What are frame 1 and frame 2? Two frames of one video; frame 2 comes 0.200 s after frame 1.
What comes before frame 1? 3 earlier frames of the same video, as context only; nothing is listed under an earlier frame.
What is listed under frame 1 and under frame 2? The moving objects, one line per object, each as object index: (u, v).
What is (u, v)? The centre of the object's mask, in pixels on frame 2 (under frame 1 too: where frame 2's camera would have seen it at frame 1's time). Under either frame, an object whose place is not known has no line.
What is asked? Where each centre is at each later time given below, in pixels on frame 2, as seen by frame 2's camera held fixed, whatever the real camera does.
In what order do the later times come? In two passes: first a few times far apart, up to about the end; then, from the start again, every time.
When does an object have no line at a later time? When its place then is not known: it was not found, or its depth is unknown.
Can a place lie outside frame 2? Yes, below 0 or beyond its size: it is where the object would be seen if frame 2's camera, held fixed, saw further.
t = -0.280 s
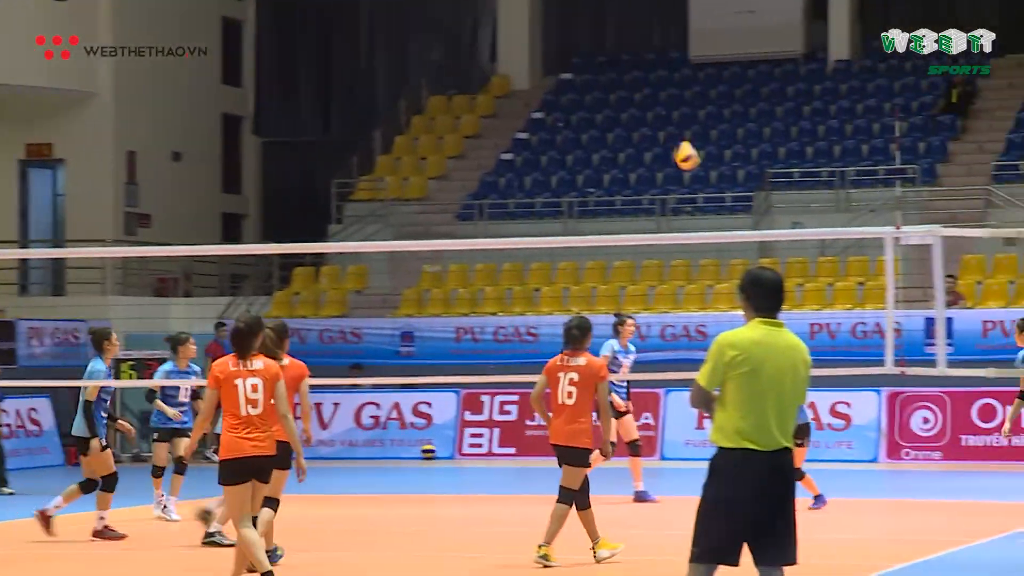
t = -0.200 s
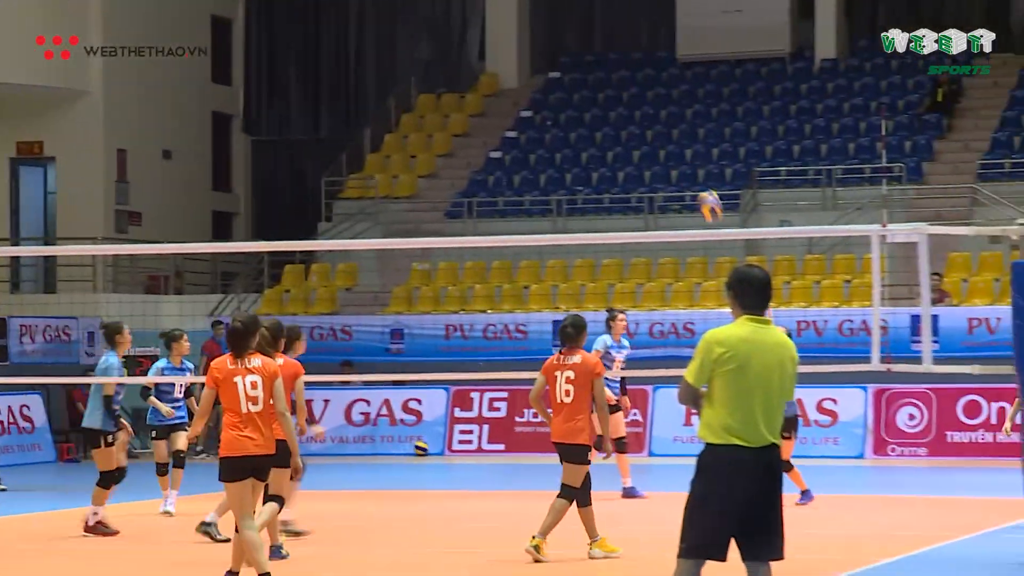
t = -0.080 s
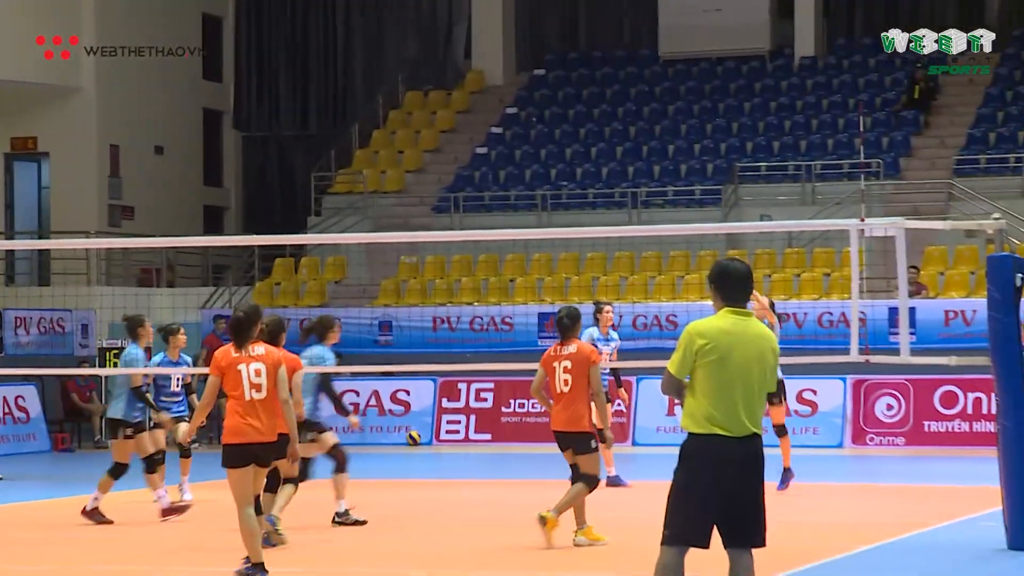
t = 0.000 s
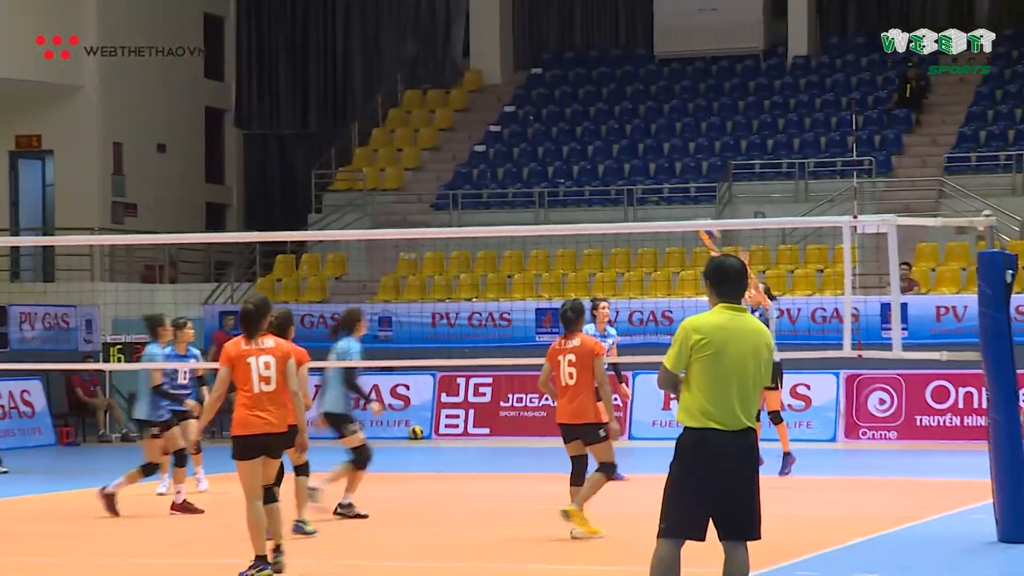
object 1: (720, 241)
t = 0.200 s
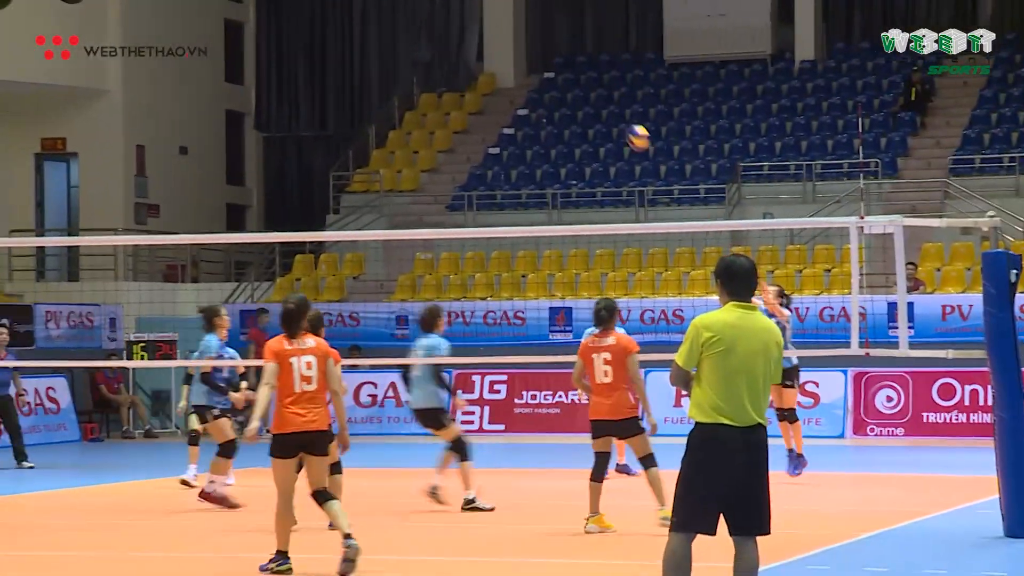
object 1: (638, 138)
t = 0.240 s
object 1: (623, 124)
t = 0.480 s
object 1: (532, 69)
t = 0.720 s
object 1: (440, 75)
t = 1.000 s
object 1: (336, 162)
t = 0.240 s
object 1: (623, 124)
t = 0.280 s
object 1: (608, 111)
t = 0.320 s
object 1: (592, 99)
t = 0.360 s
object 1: (577, 89)
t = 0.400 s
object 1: (563, 81)
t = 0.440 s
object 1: (547, 74)
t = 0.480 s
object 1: (532, 69)
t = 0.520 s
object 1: (517, 66)
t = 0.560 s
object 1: (501, 64)
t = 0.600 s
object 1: (486, 65)
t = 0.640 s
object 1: (471, 66)
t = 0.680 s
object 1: (456, 70)
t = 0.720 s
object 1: (440, 75)
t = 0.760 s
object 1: (425, 82)
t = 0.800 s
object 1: (410, 91)
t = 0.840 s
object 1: (394, 101)
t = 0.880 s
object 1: (380, 113)
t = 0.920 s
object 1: (365, 128)
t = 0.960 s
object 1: (351, 144)
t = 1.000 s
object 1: (336, 162)
